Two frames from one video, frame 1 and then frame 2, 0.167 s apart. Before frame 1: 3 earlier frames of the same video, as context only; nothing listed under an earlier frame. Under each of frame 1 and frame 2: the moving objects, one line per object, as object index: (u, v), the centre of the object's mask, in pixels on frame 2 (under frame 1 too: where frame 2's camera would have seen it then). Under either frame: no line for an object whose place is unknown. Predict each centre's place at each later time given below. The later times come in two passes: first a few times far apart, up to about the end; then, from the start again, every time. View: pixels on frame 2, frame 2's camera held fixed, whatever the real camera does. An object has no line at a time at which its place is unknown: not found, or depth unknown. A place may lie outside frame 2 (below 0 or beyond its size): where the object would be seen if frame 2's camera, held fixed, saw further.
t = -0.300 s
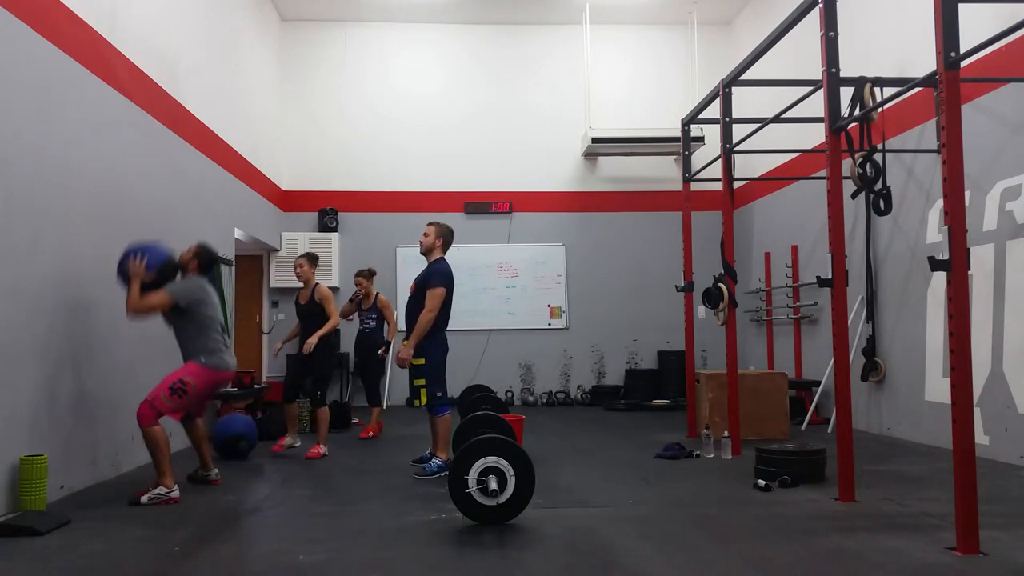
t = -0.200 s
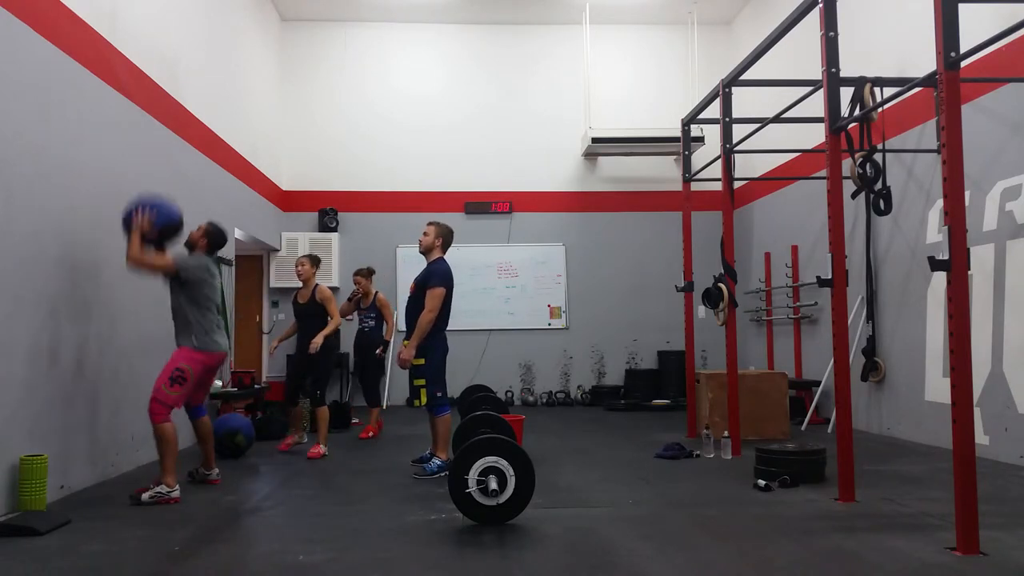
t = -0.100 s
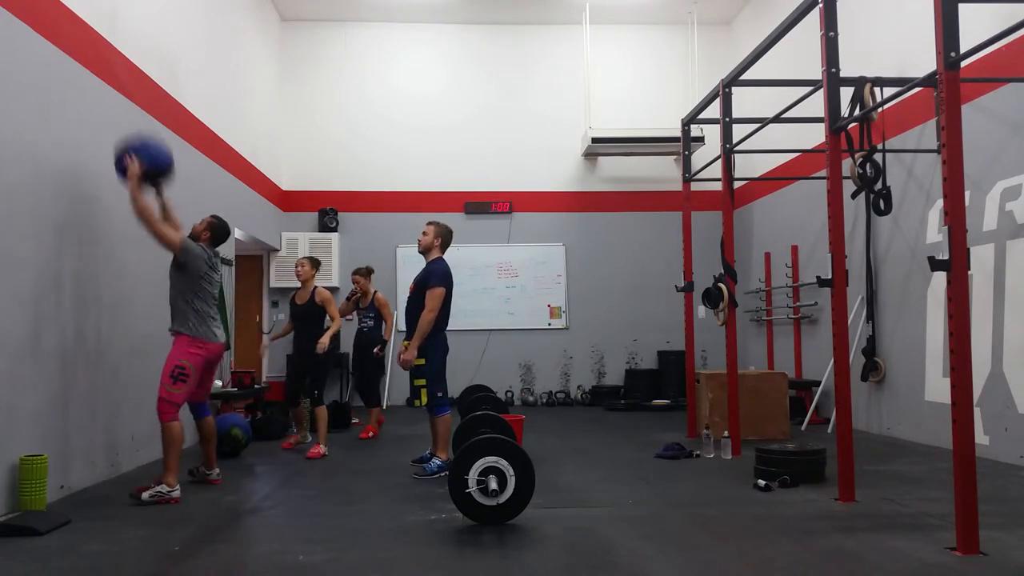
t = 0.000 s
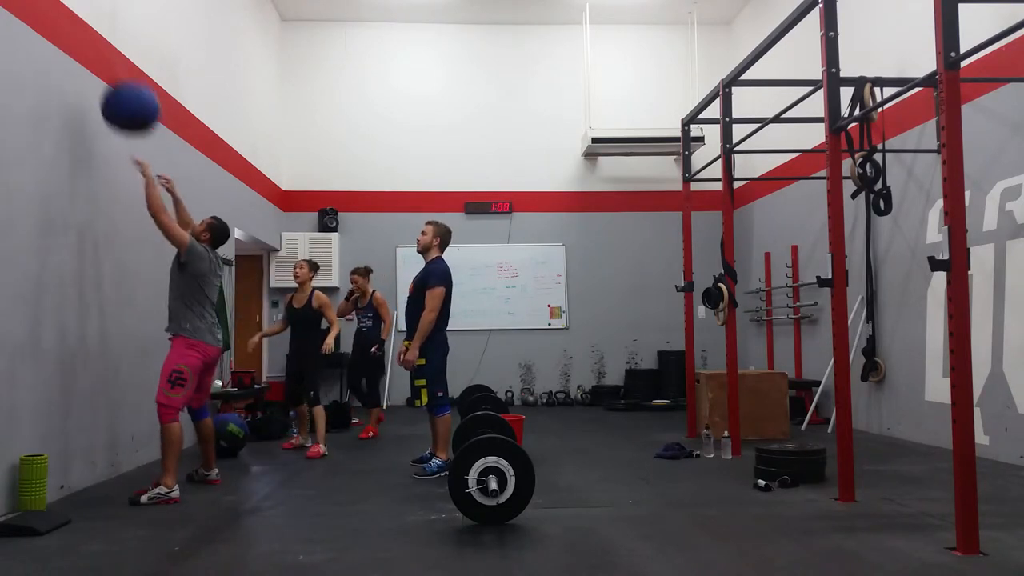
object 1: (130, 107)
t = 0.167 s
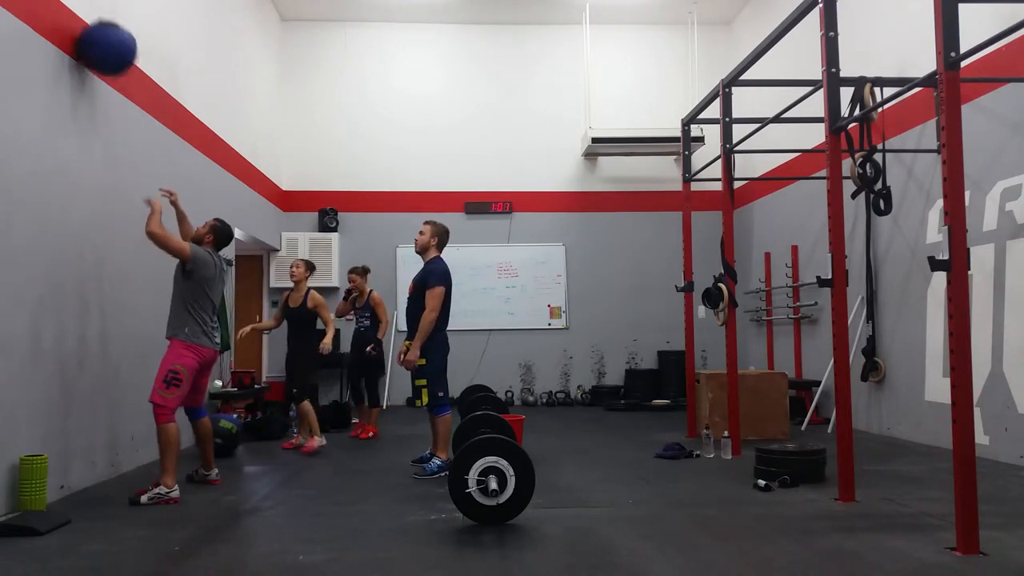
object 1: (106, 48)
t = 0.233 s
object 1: (104, 40)
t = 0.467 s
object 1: (130, 61)
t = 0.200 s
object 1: (103, 42)
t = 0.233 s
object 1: (104, 40)
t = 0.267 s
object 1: (109, 37)
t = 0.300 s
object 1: (113, 37)
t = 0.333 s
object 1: (116, 39)
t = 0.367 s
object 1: (120, 42)
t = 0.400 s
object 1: (124, 46)
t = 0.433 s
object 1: (127, 53)
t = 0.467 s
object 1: (130, 61)
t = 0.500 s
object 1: (134, 71)
